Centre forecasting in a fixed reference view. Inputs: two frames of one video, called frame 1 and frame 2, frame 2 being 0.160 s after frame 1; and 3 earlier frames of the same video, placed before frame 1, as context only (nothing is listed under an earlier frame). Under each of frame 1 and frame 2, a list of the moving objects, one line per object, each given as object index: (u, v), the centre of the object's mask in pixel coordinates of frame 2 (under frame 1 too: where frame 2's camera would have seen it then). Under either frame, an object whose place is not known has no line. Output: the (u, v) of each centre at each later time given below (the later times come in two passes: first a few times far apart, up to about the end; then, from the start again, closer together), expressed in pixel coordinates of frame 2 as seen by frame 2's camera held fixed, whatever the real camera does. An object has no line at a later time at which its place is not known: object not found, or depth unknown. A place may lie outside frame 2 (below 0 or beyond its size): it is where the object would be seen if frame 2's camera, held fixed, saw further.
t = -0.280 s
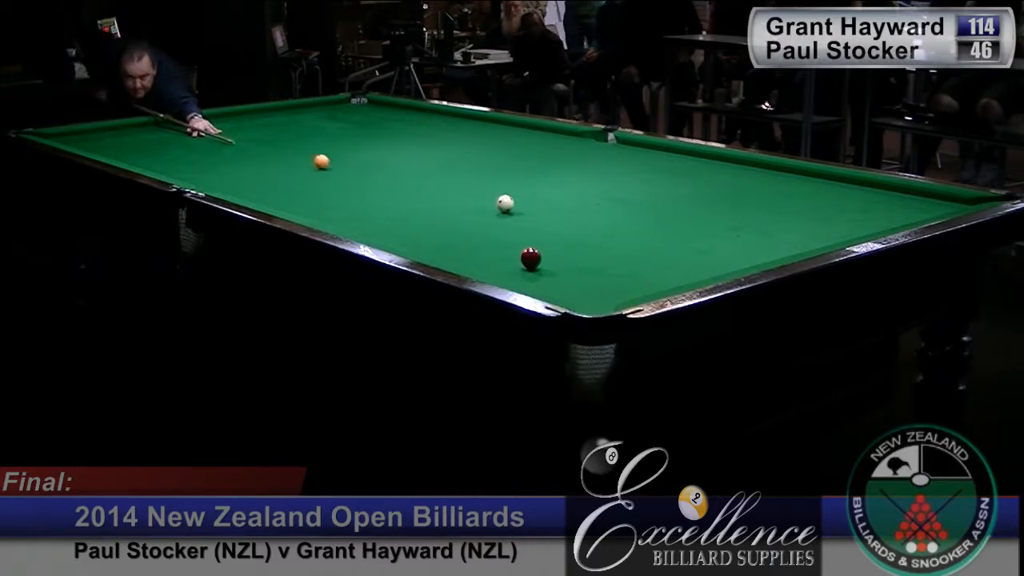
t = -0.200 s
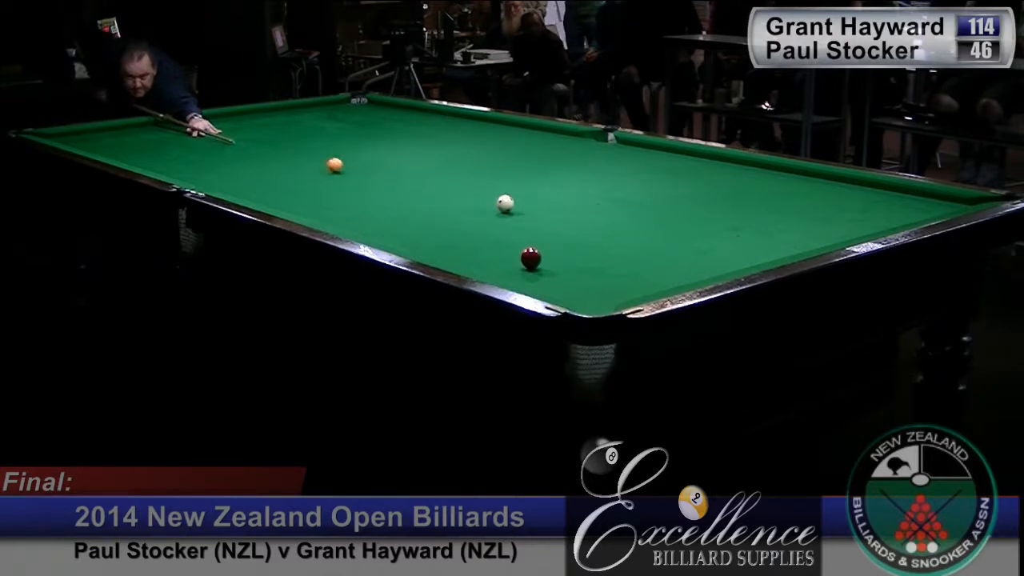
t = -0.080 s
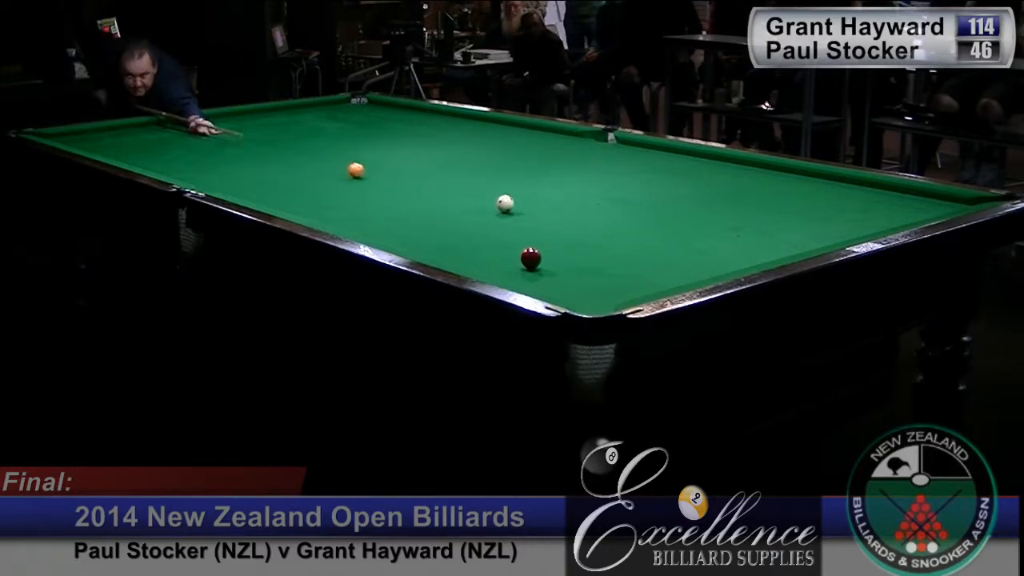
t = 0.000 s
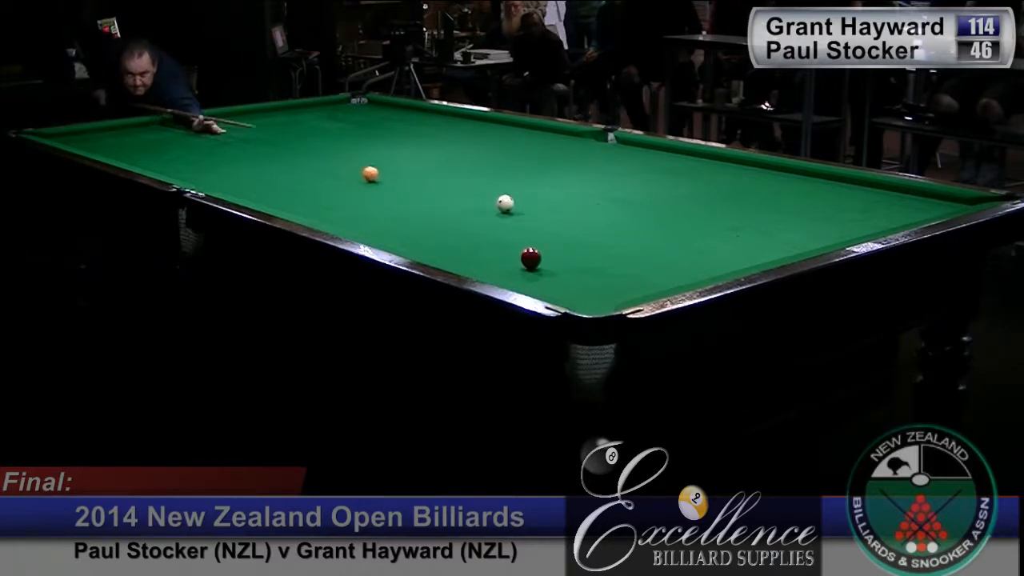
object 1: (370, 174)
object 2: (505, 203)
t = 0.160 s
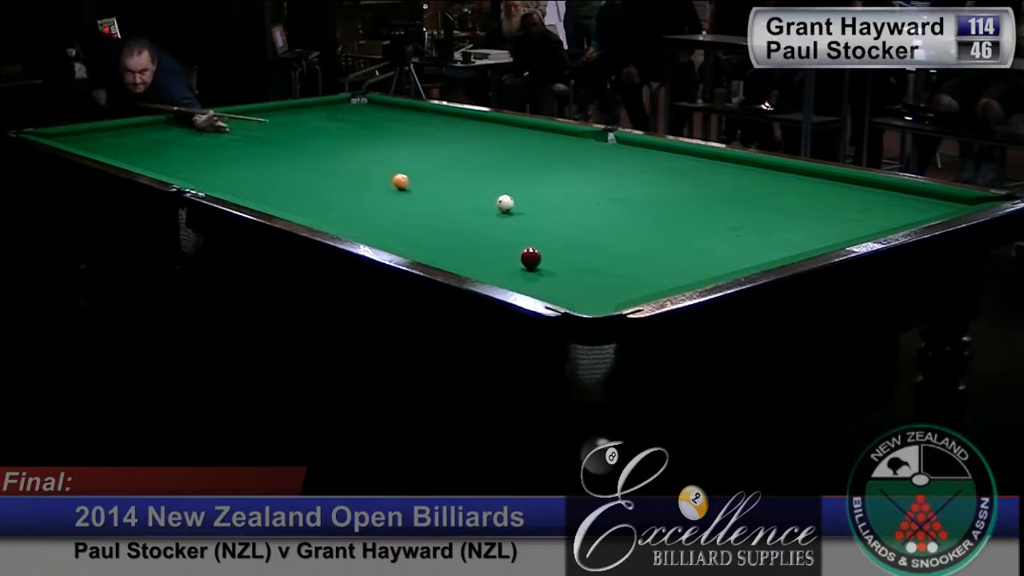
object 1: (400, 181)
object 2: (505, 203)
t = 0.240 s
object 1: (416, 185)
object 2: (505, 203)
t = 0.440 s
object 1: (458, 196)
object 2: (505, 202)
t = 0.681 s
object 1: (491, 210)
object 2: (524, 202)
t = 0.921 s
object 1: (506, 224)
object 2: (559, 203)
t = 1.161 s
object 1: (522, 240)
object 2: (592, 203)
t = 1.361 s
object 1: (539, 250)
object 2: (618, 203)
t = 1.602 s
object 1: (561, 258)
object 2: (647, 204)
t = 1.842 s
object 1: (584, 263)
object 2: (674, 204)
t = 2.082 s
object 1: (605, 268)
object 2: (699, 205)
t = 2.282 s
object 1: (622, 271)
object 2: (719, 205)
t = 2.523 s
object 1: (639, 275)
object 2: (740, 205)
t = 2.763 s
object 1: (656, 278)
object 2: (759, 206)
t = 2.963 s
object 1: (668, 279)
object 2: (774, 206)
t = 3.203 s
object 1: (680, 279)
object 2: (789, 206)
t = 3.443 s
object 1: (683, 278)
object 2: (803, 206)
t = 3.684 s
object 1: (680, 278)
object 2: (815, 206)
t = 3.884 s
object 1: (678, 278)
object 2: (823, 206)
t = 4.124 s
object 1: (677, 278)
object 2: (831, 206)
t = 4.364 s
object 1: (678, 278)
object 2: (838, 206)
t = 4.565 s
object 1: (678, 278)
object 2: (841, 206)
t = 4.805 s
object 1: (678, 278)
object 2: (845, 206)
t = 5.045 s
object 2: (847, 206)
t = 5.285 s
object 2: (847, 206)
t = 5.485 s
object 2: (847, 206)
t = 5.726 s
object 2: (847, 206)
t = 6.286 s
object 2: (847, 207)
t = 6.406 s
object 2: (847, 206)
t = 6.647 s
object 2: (847, 206)
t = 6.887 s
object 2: (847, 206)
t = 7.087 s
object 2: (847, 206)
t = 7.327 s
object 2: (847, 206)
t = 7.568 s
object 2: (847, 206)
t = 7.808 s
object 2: (847, 206)
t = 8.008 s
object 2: (847, 206)
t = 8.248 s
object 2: (847, 206)
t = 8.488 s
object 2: (847, 206)
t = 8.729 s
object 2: (847, 206)
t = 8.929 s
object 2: (847, 206)
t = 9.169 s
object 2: (847, 206)
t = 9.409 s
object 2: (847, 206)
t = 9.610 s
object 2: (847, 206)
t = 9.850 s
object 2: (847, 206)
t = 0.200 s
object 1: (408, 183)
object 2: (505, 203)
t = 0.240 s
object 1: (416, 185)
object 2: (505, 203)
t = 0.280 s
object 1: (425, 188)
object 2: (505, 202)
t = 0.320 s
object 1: (433, 189)
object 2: (505, 202)
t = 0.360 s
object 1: (441, 192)
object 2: (505, 203)
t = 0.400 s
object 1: (449, 194)
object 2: (505, 203)
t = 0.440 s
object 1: (458, 196)
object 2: (505, 202)
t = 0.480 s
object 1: (467, 198)
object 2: (505, 202)
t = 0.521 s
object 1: (475, 200)
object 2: (505, 203)
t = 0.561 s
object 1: (484, 202)
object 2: (505, 202)
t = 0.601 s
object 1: (488, 205)
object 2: (510, 202)
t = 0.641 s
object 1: (489, 207)
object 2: (518, 202)
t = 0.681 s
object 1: (491, 210)
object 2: (524, 202)
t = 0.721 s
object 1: (494, 212)
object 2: (530, 202)
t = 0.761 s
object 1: (496, 215)
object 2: (536, 203)
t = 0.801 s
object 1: (499, 217)
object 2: (542, 203)
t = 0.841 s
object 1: (501, 220)
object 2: (547, 203)
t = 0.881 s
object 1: (503, 222)
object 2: (553, 203)
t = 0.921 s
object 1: (506, 224)
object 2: (559, 203)
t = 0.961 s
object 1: (509, 227)
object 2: (564, 203)
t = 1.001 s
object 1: (511, 230)
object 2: (570, 203)
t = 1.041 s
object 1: (514, 232)
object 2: (576, 203)
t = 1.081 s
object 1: (516, 235)
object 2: (581, 203)
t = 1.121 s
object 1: (519, 237)
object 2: (586, 203)
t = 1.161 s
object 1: (522, 240)
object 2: (592, 203)
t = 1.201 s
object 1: (524, 241)
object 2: (597, 203)
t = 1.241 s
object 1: (527, 243)
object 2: (602, 203)
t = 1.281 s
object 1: (530, 244)
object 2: (607, 203)
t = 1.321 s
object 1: (535, 246)
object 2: (613, 203)
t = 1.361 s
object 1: (539, 250)
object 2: (618, 203)
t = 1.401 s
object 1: (542, 253)
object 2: (623, 203)
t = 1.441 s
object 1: (546, 255)
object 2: (628, 203)
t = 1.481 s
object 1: (549, 255)
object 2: (633, 203)
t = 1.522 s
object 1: (553, 257)
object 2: (638, 204)
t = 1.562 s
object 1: (557, 257)
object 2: (642, 204)
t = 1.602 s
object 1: (561, 258)
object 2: (647, 204)
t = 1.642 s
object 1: (565, 259)
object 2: (651, 204)
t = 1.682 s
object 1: (569, 260)
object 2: (656, 204)
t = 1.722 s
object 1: (573, 261)
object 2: (661, 204)
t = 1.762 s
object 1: (577, 261)
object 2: (665, 204)
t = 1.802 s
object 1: (580, 262)
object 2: (670, 204)
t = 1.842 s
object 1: (584, 263)
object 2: (674, 204)
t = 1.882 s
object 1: (588, 264)
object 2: (678, 204)
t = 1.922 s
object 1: (592, 264)
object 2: (683, 204)
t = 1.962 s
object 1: (595, 265)
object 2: (687, 204)
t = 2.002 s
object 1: (599, 266)
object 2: (691, 204)
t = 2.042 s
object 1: (602, 267)
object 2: (695, 204)
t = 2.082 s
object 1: (605, 268)
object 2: (699, 205)
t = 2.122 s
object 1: (608, 268)
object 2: (703, 205)
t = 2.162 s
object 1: (612, 269)
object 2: (707, 205)
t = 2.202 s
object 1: (615, 270)
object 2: (711, 205)
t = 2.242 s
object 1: (619, 270)
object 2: (715, 205)
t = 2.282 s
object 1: (622, 271)
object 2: (719, 205)
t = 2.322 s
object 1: (625, 272)
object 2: (722, 205)
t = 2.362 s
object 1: (628, 272)
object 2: (726, 205)
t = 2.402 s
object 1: (631, 273)
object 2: (729, 205)
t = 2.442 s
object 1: (634, 273)
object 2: (733, 205)
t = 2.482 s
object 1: (637, 274)
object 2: (737, 205)
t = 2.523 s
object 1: (639, 275)
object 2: (740, 205)
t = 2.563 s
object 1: (642, 275)
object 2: (743, 205)
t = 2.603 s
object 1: (645, 276)
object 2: (746, 205)
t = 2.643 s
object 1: (648, 277)
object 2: (750, 205)
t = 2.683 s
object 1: (651, 277)
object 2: (753, 205)
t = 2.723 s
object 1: (653, 277)
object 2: (756, 205)
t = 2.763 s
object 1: (656, 278)
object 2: (759, 206)
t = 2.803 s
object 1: (658, 278)
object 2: (762, 206)
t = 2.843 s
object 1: (661, 278)
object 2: (765, 205)
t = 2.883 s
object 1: (663, 279)
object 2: (768, 206)
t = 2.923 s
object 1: (666, 279)
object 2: (771, 206)
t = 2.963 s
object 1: (668, 279)
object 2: (774, 206)
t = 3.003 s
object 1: (670, 279)
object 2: (777, 206)
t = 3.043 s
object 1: (672, 279)
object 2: (779, 206)
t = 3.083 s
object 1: (674, 279)
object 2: (782, 206)
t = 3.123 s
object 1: (676, 279)
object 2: (784, 206)
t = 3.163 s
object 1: (678, 279)
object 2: (787, 206)
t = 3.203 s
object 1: (680, 279)
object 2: (789, 206)
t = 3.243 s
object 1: (682, 279)
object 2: (792, 206)
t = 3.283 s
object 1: (684, 279)
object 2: (794, 206)
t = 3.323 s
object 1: (685, 279)
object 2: (797, 206)
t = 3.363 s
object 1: (685, 278)
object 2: (799, 206)
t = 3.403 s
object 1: (684, 279)
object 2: (801, 206)
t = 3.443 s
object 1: (683, 278)
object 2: (803, 206)
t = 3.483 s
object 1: (682, 279)
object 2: (805, 206)
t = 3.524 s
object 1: (682, 278)
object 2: (808, 206)
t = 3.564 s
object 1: (681, 278)
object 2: (809, 206)
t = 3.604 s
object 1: (681, 278)
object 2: (811, 206)
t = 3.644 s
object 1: (680, 278)
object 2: (813, 206)
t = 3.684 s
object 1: (680, 278)
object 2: (815, 206)
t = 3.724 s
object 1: (679, 278)
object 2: (817, 206)
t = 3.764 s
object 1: (679, 278)
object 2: (818, 206)
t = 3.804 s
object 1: (678, 278)
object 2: (820, 206)
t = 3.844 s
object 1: (678, 278)
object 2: (822, 206)
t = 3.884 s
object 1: (678, 278)
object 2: (823, 206)
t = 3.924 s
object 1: (678, 278)
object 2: (825, 206)
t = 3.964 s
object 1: (678, 278)
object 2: (826, 206)
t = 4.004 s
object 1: (678, 278)
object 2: (827, 206)
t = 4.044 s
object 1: (677, 278)
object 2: (829, 206)
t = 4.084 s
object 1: (678, 278)
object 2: (830, 206)
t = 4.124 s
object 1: (677, 278)
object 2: (831, 206)
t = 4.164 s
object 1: (678, 278)
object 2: (833, 206)
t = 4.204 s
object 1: (678, 278)
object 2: (834, 206)
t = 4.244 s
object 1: (678, 278)
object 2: (835, 206)
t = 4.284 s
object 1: (678, 278)
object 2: (836, 206)
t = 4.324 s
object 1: (678, 278)
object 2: (837, 206)
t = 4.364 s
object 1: (678, 278)
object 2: (838, 206)
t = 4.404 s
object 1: (678, 278)
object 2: (838, 206)
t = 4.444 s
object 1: (678, 278)
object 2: (839, 206)
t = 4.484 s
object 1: (678, 278)
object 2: (840, 206)
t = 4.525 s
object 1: (678, 278)
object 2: (841, 206)
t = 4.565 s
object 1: (678, 278)
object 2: (841, 206)
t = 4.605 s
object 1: (678, 278)
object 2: (842, 206)
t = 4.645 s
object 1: (678, 278)
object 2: (843, 206)
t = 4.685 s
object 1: (678, 278)
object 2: (843, 206)
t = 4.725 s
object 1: (678, 278)
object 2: (844, 206)
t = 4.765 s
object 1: (678, 278)
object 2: (844, 206)
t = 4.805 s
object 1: (678, 278)
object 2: (845, 206)
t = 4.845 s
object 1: (678, 278)
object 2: (845, 206)
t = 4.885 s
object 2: (846, 206)
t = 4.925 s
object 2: (846, 206)
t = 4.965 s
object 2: (846, 206)
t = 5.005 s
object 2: (846, 206)
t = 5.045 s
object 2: (847, 206)
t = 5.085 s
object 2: (847, 206)
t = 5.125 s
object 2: (847, 206)
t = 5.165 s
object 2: (847, 206)
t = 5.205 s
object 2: (847, 206)
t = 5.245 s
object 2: (847, 206)
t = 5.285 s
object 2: (847, 206)
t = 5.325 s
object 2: (847, 206)
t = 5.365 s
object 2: (847, 206)
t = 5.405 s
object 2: (847, 206)
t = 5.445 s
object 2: (847, 206)
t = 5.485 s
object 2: (847, 206)
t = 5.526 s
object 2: (847, 206)
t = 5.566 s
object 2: (847, 206)
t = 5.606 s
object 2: (847, 206)
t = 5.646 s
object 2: (847, 206)
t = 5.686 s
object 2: (847, 206)
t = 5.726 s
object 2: (847, 206)
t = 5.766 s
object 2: (847, 206)
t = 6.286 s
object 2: (847, 207)
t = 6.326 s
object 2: (847, 206)
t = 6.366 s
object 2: (847, 207)
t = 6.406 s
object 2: (847, 206)
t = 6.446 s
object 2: (847, 206)
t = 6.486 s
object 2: (847, 206)
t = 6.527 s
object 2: (847, 206)
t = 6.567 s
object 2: (847, 206)
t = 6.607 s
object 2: (847, 206)
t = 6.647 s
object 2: (847, 206)
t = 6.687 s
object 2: (847, 206)
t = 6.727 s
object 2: (847, 206)
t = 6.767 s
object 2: (847, 206)
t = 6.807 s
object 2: (847, 206)
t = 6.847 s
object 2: (847, 206)
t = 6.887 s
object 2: (847, 206)
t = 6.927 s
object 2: (847, 206)
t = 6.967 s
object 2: (847, 206)
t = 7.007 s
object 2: (847, 206)
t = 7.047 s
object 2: (847, 206)
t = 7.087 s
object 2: (847, 206)
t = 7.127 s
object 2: (847, 206)
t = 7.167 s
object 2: (847, 206)
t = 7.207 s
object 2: (847, 206)
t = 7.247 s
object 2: (847, 206)
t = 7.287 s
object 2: (847, 206)
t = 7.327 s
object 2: (847, 206)
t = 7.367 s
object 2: (847, 206)
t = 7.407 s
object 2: (847, 206)
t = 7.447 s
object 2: (847, 206)
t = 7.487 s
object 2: (847, 206)
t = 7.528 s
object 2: (847, 206)
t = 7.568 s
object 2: (847, 206)
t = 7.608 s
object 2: (847, 206)
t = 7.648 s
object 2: (847, 206)
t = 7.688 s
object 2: (847, 206)
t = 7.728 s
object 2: (847, 206)
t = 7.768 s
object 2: (847, 206)
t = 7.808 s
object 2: (847, 206)
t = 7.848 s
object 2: (847, 206)
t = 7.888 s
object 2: (847, 206)
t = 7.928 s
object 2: (847, 206)
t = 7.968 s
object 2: (847, 206)
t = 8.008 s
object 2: (847, 206)
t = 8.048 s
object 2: (847, 206)
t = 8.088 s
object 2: (847, 206)
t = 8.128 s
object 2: (847, 206)
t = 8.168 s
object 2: (847, 206)
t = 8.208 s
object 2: (847, 206)
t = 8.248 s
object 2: (847, 206)
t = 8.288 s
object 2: (847, 206)
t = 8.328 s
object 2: (847, 206)
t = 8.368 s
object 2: (847, 206)
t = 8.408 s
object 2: (847, 206)
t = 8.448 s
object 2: (847, 206)
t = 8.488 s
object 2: (847, 206)
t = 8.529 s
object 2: (847, 206)
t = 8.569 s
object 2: (847, 206)
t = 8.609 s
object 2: (847, 206)
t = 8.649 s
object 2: (847, 206)
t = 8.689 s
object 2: (847, 206)
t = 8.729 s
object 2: (847, 206)
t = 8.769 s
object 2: (847, 206)
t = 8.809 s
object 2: (847, 206)
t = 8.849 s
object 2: (847, 206)
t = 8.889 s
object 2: (847, 206)
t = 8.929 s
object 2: (847, 206)
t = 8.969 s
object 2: (847, 206)
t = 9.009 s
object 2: (847, 206)
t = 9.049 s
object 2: (847, 206)
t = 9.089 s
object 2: (847, 206)
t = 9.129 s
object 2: (847, 206)
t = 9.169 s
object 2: (847, 206)
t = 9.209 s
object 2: (847, 206)
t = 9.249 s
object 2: (847, 206)
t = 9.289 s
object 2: (847, 206)
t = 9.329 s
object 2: (847, 206)
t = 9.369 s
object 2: (847, 206)
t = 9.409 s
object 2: (847, 206)
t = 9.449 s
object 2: (847, 206)
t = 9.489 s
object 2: (847, 206)
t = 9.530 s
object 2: (847, 206)
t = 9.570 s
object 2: (847, 206)
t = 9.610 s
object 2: (847, 206)
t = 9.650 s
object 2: (847, 206)
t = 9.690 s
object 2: (847, 206)
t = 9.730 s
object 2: (847, 206)
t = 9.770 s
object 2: (847, 206)
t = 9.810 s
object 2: (847, 206)
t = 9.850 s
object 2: (847, 206)
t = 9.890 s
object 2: (847, 206)
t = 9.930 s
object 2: (847, 206)
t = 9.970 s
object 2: (847, 206)
